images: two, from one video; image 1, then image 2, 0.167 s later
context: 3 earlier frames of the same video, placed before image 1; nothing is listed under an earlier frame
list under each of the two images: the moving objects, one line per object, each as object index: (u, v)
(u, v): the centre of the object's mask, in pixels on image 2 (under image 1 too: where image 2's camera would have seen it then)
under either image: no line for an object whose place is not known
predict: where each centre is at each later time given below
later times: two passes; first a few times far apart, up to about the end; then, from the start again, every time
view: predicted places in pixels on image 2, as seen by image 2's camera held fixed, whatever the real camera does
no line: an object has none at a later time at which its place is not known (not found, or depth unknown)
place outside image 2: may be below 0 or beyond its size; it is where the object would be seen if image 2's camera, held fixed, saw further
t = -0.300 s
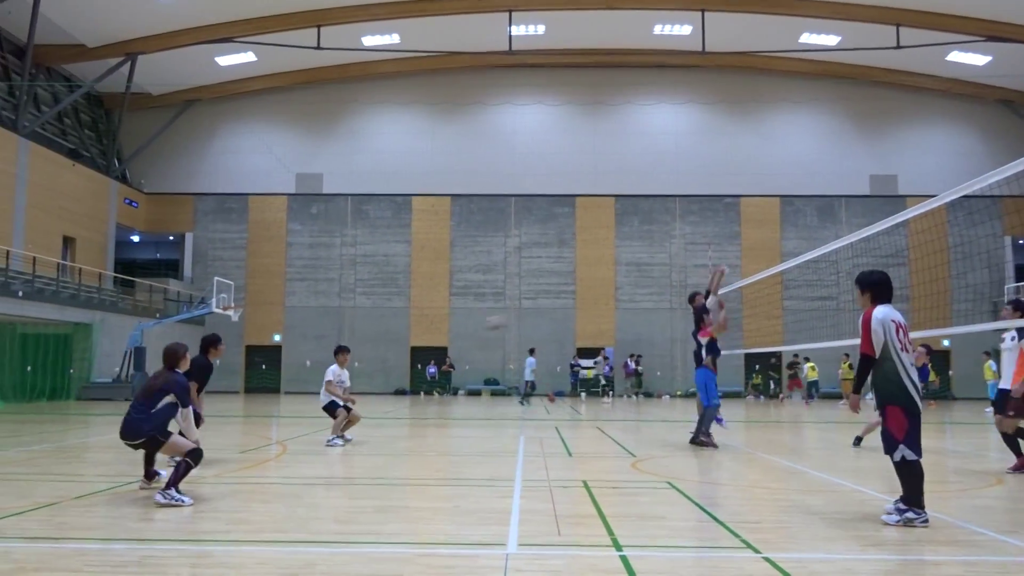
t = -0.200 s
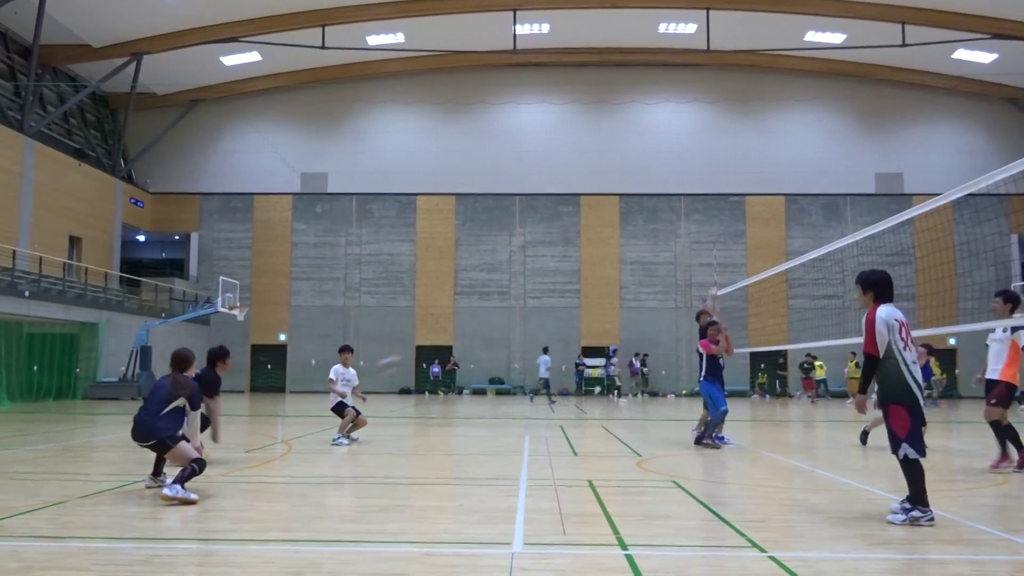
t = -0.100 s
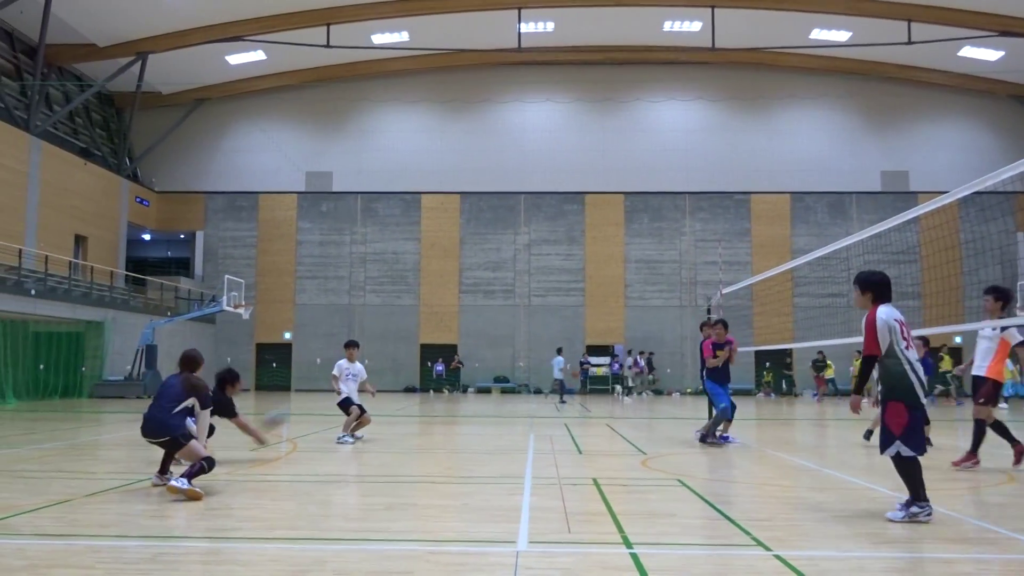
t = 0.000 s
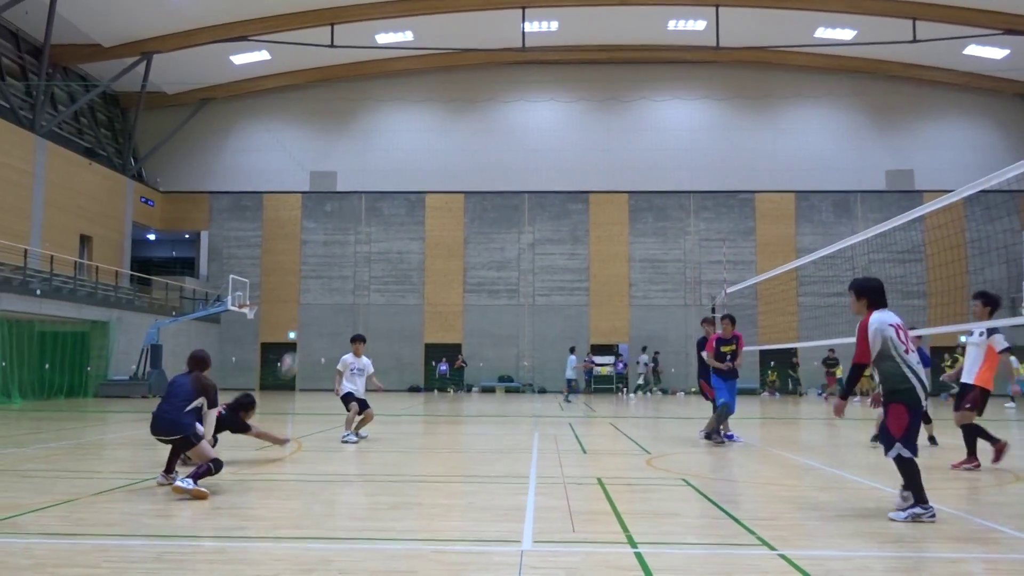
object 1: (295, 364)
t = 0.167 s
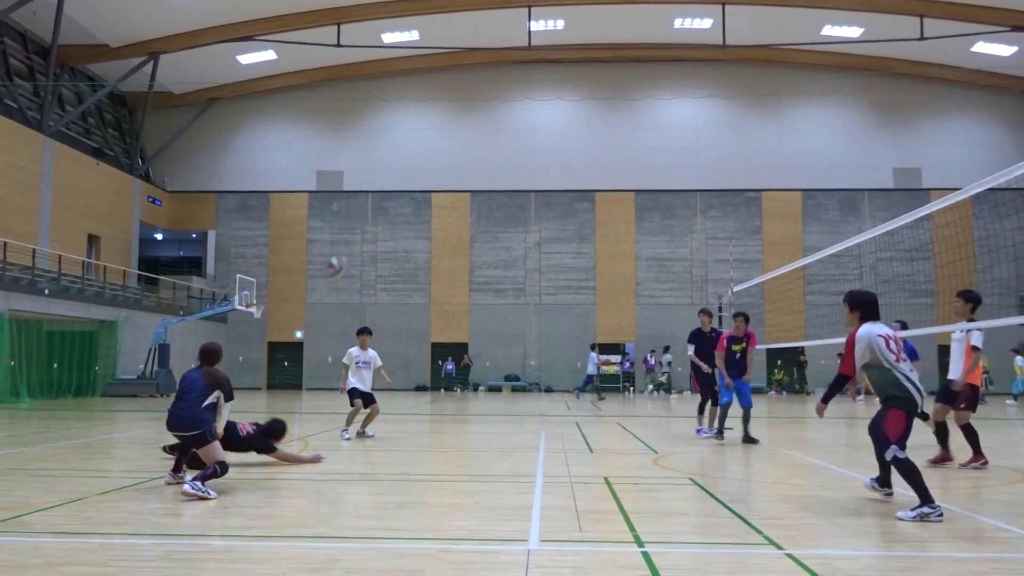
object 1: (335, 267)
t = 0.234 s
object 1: (352, 231)
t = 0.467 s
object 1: (409, 145)
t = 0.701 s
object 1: (466, 100)
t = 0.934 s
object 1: (529, 111)
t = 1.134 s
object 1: (590, 171)
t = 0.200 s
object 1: (342, 248)
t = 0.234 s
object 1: (352, 231)
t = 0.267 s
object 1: (360, 215)
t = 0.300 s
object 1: (369, 203)
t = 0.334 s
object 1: (377, 191)
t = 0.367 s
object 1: (385, 179)
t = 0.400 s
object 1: (393, 166)
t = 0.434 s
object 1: (401, 156)
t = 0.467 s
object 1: (409, 145)
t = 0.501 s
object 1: (417, 135)
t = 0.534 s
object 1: (425, 128)
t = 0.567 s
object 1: (434, 119)
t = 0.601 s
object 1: (441, 113)
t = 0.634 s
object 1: (449, 108)
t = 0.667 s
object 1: (457, 102)
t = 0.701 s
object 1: (466, 100)
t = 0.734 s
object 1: (474, 97)
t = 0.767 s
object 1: (483, 96)
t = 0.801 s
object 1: (492, 97)
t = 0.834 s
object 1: (501, 98)
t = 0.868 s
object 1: (510, 102)
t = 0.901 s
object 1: (520, 106)
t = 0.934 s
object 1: (529, 111)
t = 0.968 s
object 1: (538, 118)
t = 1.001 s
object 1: (549, 126)
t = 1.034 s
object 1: (559, 134)
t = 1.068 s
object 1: (569, 145)
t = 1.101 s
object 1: (580, 157)
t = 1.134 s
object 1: (590, 171)
